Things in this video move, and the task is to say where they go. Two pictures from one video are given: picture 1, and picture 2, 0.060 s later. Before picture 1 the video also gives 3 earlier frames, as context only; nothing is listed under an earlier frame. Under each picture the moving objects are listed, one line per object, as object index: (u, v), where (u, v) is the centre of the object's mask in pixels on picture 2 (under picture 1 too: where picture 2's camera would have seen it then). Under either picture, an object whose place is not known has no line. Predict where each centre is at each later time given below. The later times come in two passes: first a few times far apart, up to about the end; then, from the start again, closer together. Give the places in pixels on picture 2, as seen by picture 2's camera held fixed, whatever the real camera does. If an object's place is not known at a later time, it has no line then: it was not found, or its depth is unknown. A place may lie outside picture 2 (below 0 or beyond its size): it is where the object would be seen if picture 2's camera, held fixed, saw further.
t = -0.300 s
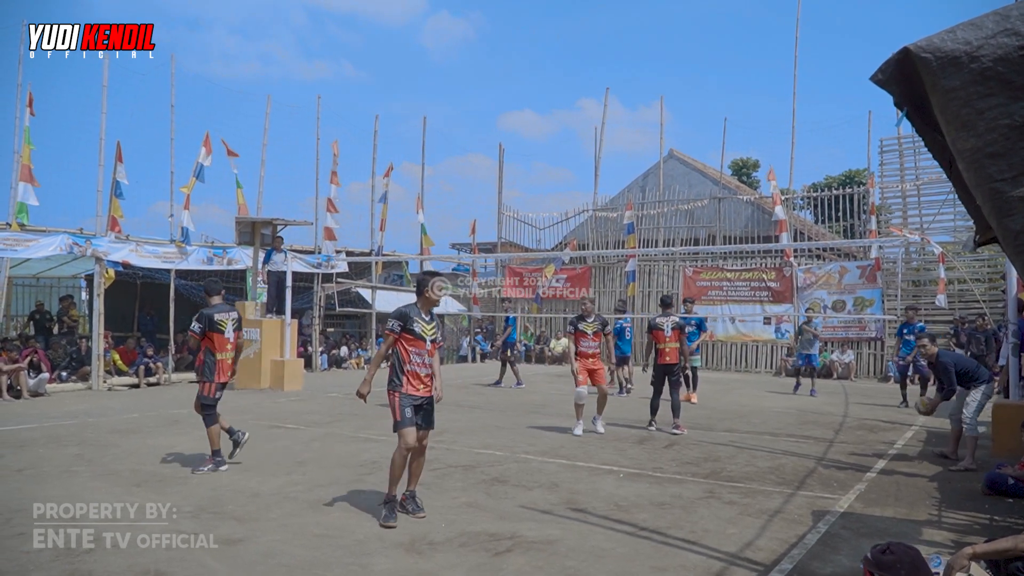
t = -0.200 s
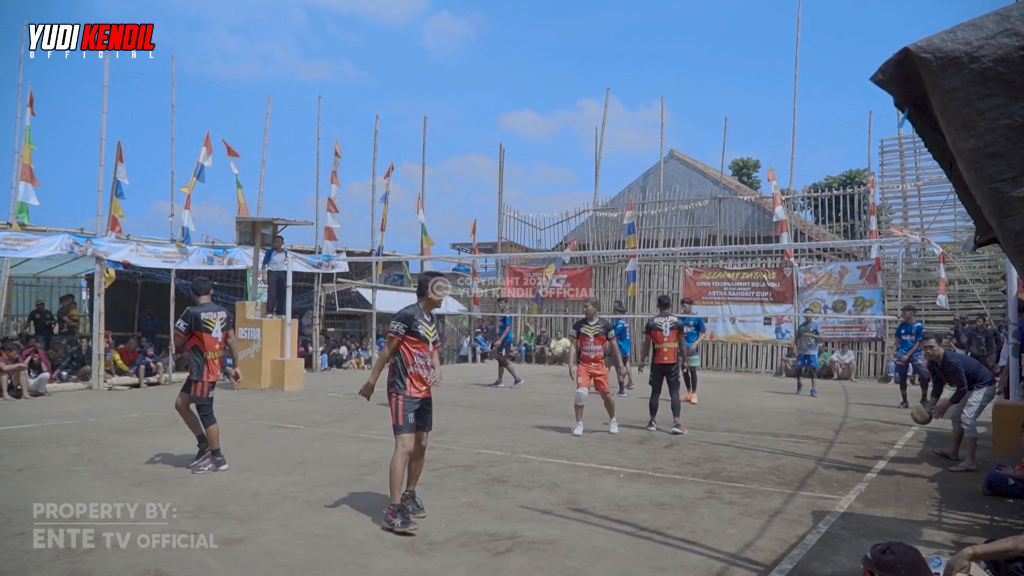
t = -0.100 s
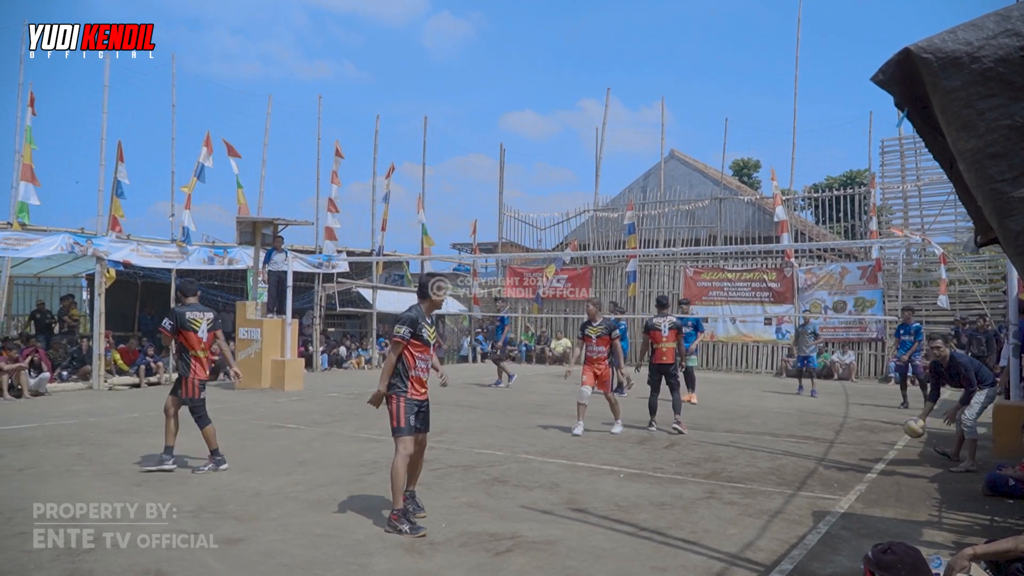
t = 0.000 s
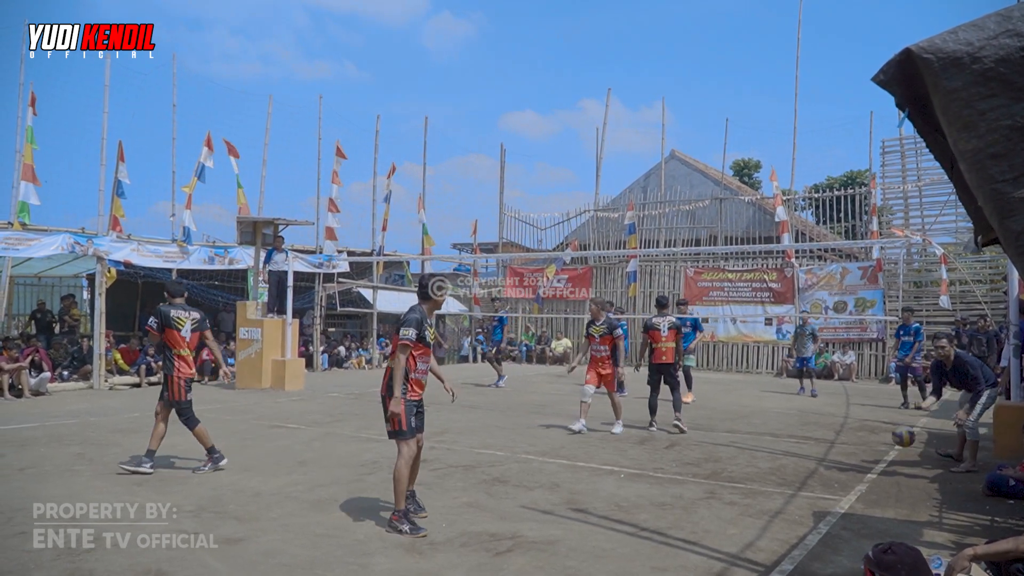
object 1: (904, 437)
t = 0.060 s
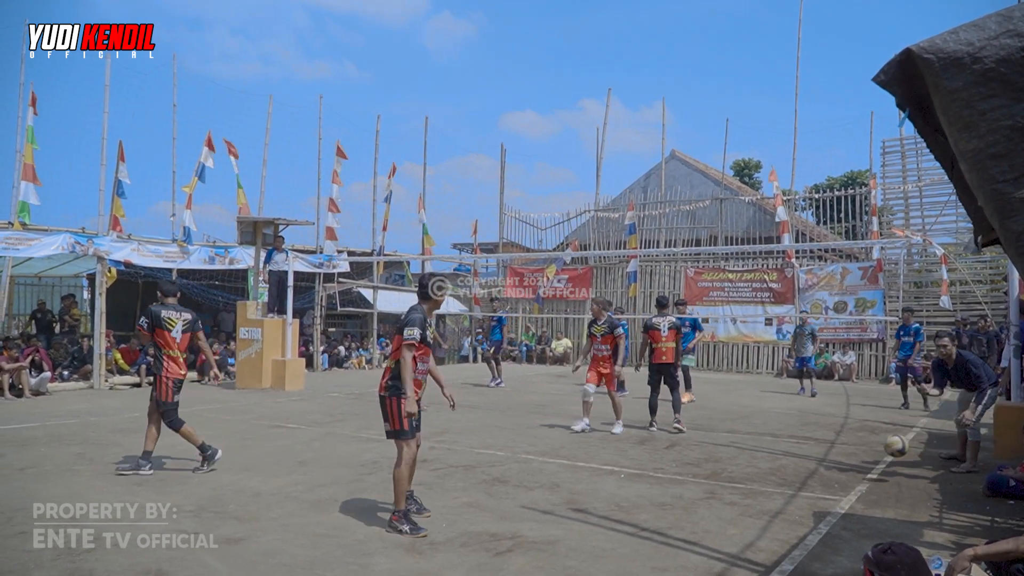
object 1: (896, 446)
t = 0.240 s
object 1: (868, 481)
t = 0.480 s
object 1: (828, 478)
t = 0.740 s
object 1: (770, 516)
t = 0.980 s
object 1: (704, 549)
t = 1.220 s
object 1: (615, 566)
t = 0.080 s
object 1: (893, 450)
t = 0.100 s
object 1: (890, 454)
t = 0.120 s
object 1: (889, 459)
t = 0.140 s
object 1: (885, 465)
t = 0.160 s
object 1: (881, 472)
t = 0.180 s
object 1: (877, 479)
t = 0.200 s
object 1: (874, 487)
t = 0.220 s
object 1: (872, 486)
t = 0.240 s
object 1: (868, 481)
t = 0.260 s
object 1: (865, 478)
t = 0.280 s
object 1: (862, 476)
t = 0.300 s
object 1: (859, 474)
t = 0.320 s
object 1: (856, 472)
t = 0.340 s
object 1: (853, 471)
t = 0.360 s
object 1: (849, 470)
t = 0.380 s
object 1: (846, 470)
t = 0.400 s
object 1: (842, 471)
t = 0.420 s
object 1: (838, 472)
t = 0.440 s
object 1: (834, 473)
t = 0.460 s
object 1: (831, 475)
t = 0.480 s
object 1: (828, 478)
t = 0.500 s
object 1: (824, 481)
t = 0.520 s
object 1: (820, 485)
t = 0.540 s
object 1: (815, 490)
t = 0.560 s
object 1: (811, 495)
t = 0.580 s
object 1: (807, 501)
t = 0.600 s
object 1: (802, 508)
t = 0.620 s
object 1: (798, 516)
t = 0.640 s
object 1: (794, 524)
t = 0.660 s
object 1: (789, 527)
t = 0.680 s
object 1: (784, 524)
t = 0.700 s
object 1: (780, 521)
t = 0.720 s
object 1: (775, 518)
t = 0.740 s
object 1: (770, 516)
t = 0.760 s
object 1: (765, 516)
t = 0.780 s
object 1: (761, 515)
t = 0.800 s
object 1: (755, 515)
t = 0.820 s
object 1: (750, 515)
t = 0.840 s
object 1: (745, 517)
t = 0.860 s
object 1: (740, 519)
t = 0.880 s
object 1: (734, 522)
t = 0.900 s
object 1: (728, 526)
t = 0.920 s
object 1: (722, 531)
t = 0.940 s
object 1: (716, 536)
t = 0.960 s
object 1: (710, 542)
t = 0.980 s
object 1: (704, 549)
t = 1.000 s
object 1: (697, 558)
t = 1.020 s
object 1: (690, 563)
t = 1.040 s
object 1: (682, 567)
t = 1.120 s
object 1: (655, 566)
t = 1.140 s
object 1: (648, 565)
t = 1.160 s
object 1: (640, 565)
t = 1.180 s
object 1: (632, 566)
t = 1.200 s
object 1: (624, 566)
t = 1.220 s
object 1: (615, 566)
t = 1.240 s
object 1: (607, 568)
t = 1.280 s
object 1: (588, 571)
